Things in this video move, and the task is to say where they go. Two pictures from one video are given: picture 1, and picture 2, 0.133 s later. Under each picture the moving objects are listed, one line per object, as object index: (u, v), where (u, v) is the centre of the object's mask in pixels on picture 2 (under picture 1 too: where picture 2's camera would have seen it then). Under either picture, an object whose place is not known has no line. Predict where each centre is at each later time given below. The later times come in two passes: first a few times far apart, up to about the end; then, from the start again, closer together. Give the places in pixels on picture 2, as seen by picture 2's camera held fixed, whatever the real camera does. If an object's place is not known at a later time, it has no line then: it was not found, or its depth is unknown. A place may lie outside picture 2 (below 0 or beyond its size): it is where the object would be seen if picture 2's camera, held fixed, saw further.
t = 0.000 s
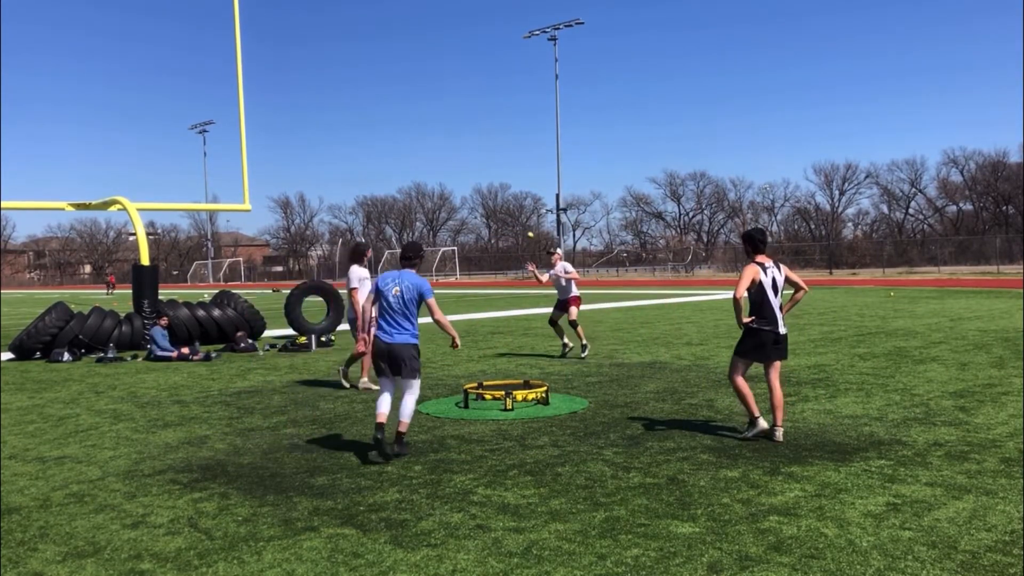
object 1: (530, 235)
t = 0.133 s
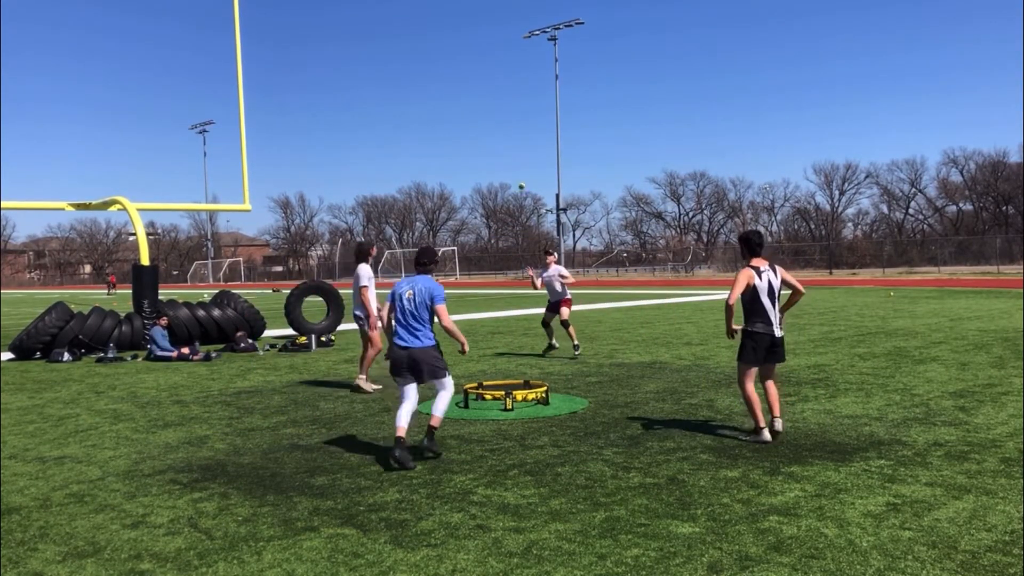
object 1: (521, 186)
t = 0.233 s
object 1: (515, 156)
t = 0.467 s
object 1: (500, 108)
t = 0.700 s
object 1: (485, 99)
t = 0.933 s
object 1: (470, 132)
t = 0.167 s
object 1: (519, 175)
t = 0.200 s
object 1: (517, 165)
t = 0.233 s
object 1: (515, 156)
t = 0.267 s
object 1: (513, 146)
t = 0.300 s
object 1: (511, 140)
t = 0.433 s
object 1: (502, 113)
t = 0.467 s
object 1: (500, 108)
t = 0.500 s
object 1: (498, 104)
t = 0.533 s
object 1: (496, 102)
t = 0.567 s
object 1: (494, 99)
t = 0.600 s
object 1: (492, 98)
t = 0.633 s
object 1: (490, 97)
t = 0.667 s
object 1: (488, 97)
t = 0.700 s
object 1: (485, 99)
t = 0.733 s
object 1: (483, 100)
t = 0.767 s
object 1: (481, 103)
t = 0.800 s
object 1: (479, 107)
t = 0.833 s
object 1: (477, 112)
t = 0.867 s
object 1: (474, 117)
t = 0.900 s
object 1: (473, 124)
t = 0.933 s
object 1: (470, 132)
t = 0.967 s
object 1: (468, 140)
